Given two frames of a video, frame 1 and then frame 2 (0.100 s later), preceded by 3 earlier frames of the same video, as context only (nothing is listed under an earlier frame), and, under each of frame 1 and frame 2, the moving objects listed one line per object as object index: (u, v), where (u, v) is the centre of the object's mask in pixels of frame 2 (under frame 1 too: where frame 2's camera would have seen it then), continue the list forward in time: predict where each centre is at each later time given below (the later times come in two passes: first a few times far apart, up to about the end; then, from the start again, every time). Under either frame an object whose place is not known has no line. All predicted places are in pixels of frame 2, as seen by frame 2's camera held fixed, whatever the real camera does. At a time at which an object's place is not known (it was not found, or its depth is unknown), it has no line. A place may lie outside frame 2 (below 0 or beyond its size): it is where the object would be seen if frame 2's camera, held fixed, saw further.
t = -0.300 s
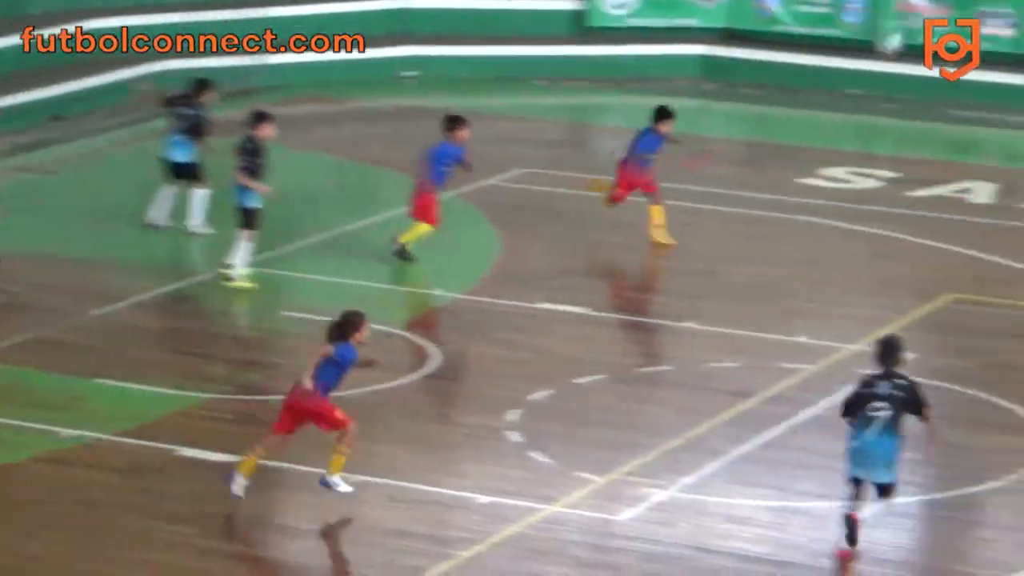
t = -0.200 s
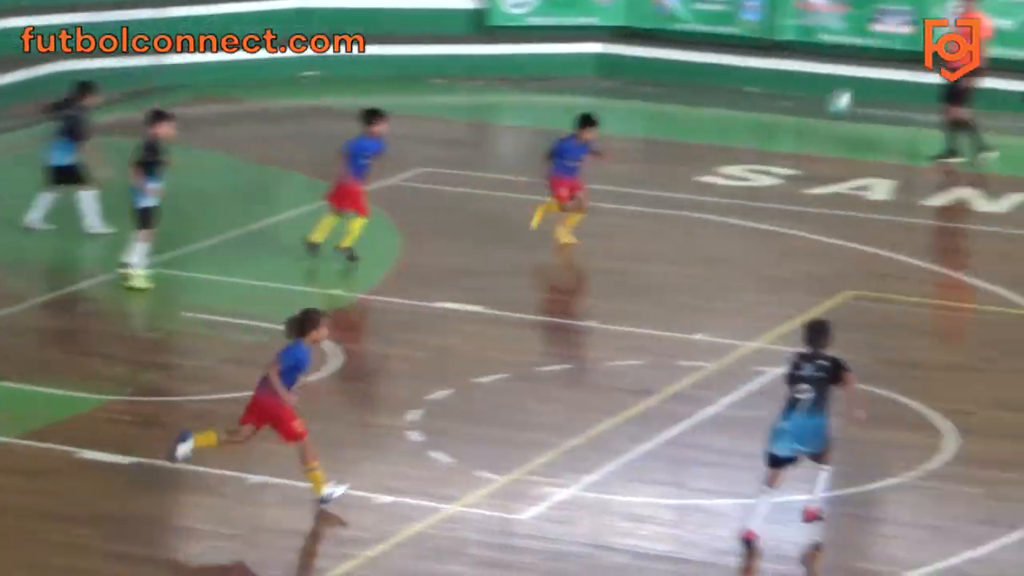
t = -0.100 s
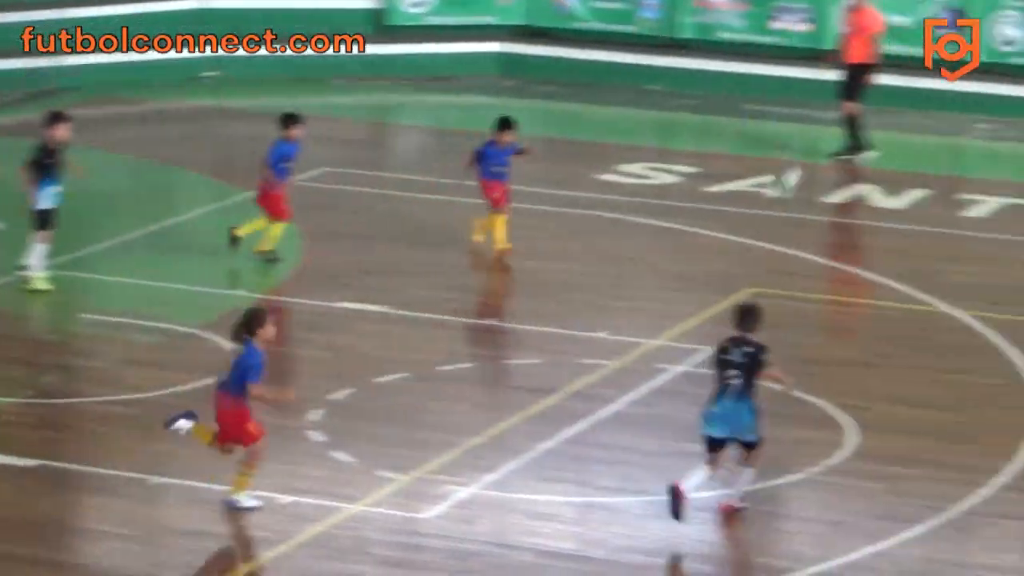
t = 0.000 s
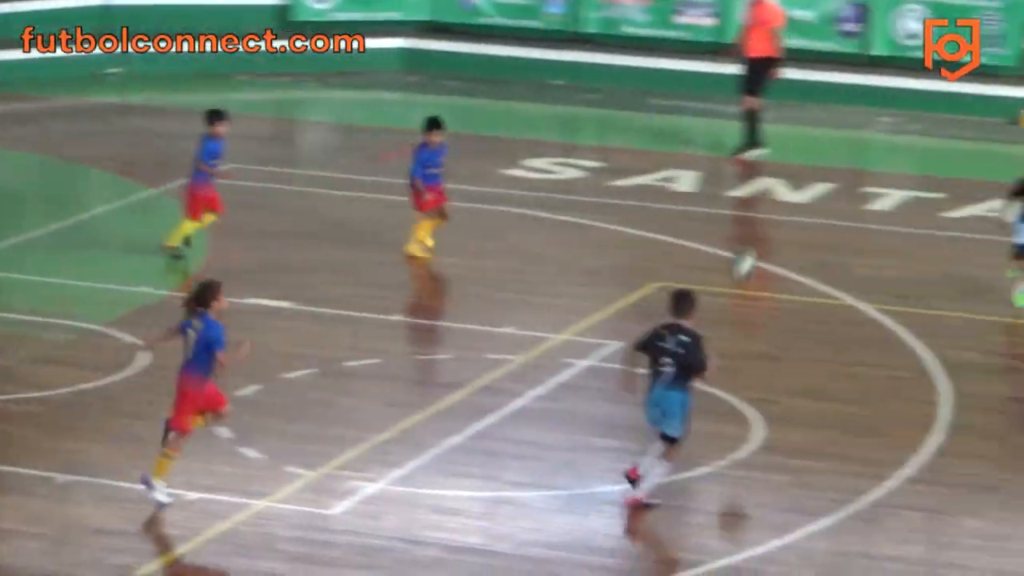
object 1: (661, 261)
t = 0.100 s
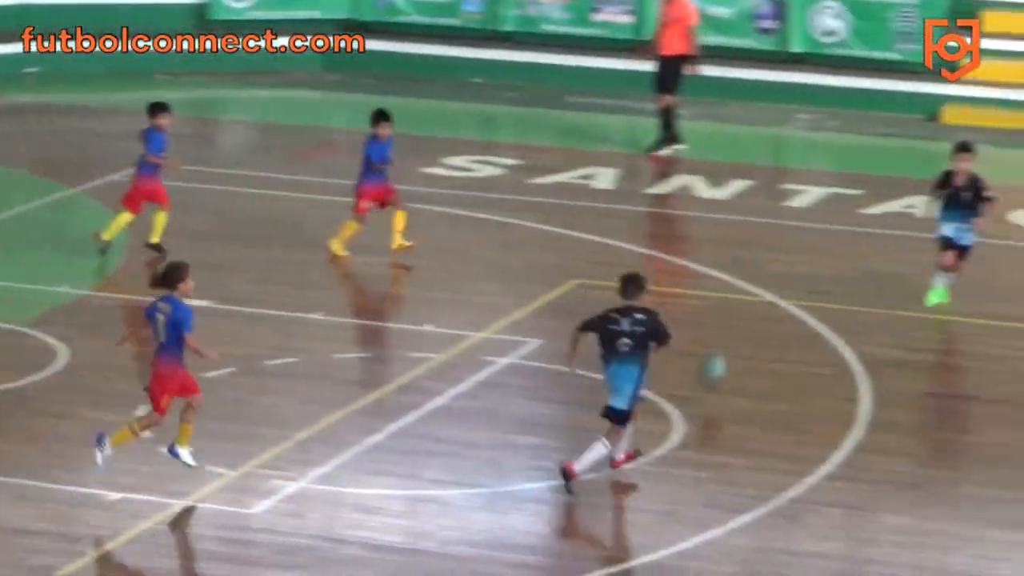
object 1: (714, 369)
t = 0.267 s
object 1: (777, 325)
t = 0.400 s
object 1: (828, 279)
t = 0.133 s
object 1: (730, 389)
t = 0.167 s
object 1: (741, 373)
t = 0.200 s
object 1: (754, 355)
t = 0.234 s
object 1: (765, 339)
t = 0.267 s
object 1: (777, 325)
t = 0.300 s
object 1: (791, 310)
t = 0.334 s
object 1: (803, 298)
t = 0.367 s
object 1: (816, 288)
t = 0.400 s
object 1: (828, 279)
